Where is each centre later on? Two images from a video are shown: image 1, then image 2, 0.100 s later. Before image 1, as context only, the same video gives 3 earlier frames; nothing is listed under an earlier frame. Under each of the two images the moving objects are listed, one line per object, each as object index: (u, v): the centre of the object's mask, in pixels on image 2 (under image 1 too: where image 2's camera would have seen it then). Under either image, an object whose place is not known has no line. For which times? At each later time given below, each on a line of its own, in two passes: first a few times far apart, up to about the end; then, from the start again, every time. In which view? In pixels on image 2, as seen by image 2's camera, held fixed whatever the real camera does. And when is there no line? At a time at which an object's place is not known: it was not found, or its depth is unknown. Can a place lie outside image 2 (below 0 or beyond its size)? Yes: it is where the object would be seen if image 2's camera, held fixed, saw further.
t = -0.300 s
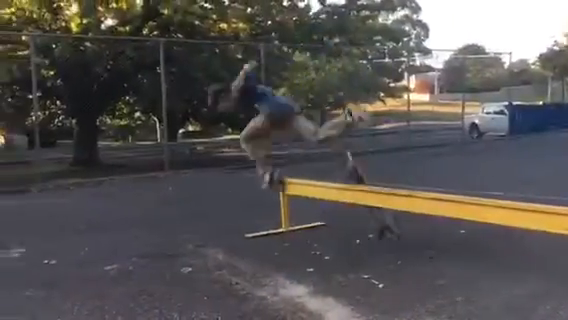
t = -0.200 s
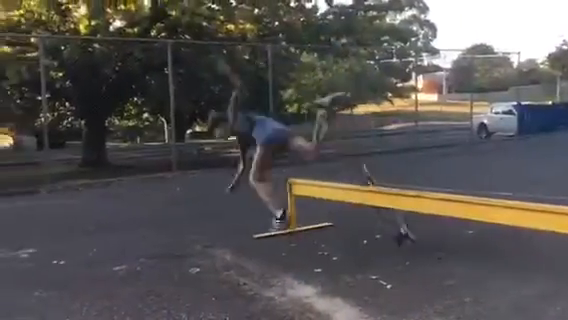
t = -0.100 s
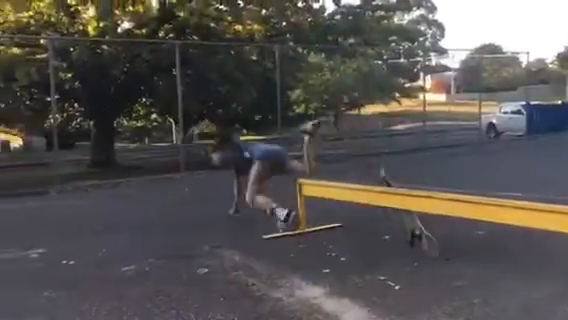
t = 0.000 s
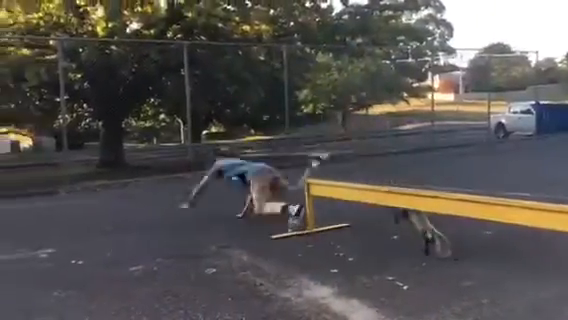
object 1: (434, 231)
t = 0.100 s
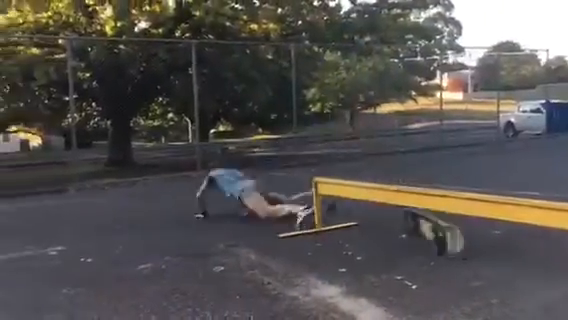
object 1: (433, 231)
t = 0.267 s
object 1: (437, 232)
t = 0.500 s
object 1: (445, 237)
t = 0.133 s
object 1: (434, 232)
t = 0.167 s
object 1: (434, 233)
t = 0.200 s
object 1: (434, 233)
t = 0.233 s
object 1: (436, 233)
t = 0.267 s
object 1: (437, 232)
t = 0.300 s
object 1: (439, 233)
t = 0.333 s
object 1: (442, 236)
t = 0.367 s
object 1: (444, 239)
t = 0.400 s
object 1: (444, 241)
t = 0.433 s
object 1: (443, 242)
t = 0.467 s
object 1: (444, 240)
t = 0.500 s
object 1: (445, 237)
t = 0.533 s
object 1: (447, 235)
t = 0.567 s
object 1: (446, 233)
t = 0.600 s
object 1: (448, 232)
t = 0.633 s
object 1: (448, 233)
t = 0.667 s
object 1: (450, 235)
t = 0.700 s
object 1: (453, 239)
